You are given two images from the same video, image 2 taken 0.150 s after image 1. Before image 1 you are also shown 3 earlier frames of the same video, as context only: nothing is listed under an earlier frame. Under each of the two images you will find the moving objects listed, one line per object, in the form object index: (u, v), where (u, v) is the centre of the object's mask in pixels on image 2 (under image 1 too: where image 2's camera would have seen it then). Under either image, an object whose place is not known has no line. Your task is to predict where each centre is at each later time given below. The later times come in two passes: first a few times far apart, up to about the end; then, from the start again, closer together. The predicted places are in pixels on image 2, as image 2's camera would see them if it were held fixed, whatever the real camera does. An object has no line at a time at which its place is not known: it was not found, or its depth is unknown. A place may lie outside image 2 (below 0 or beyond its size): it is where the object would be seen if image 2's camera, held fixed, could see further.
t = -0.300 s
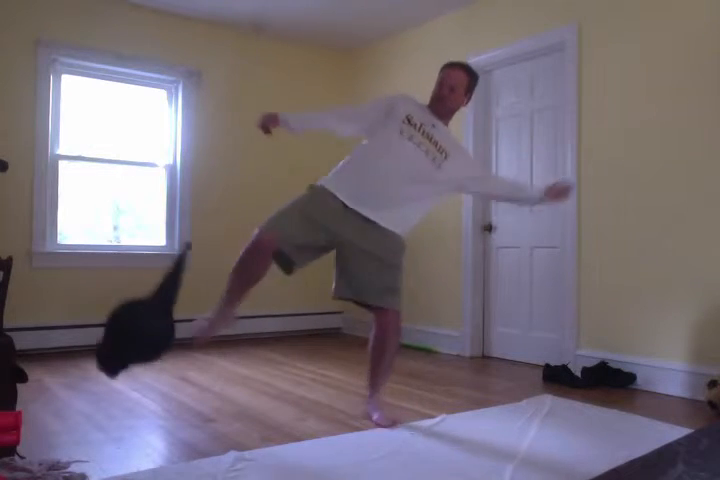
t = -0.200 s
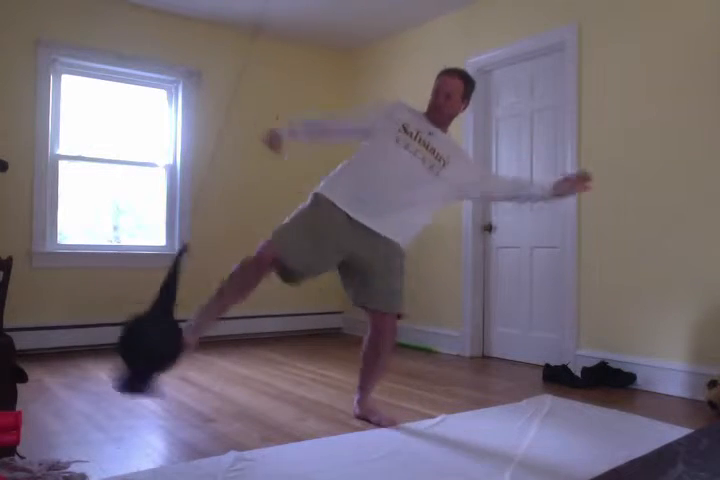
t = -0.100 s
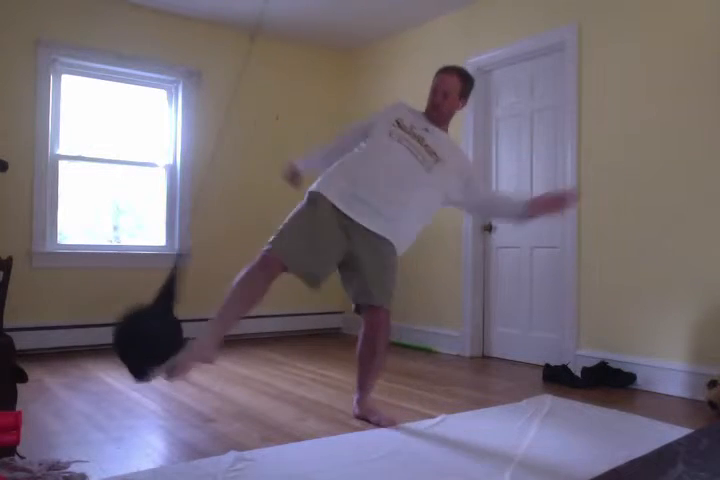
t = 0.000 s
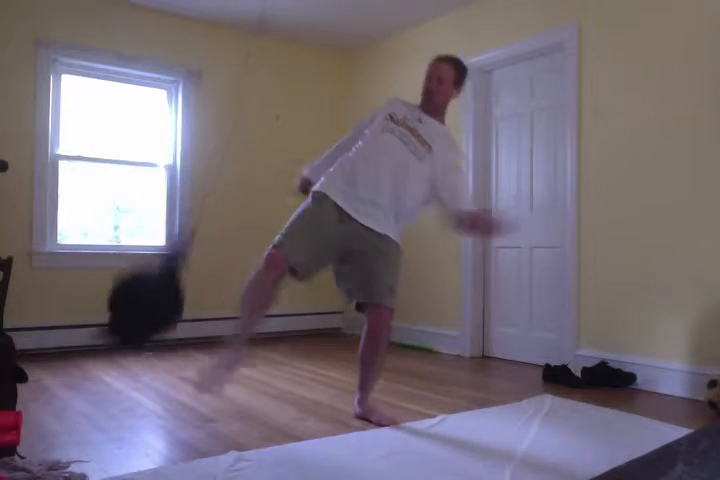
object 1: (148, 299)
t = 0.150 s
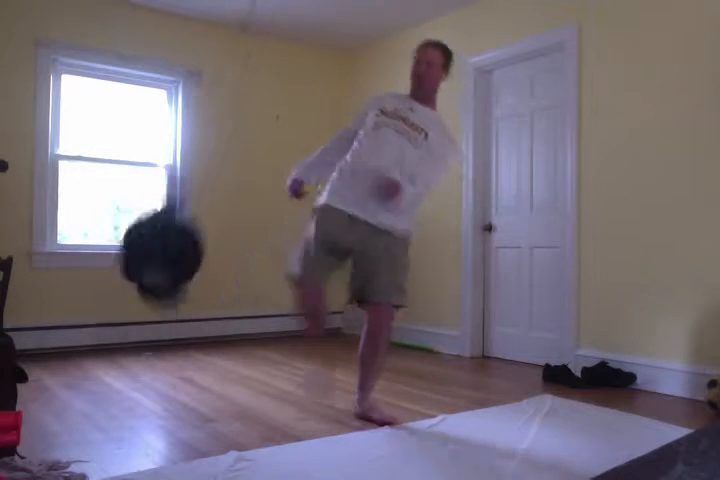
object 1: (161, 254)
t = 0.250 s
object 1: (181, 231)
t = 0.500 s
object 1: (256, 245)
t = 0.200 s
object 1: (171, 237)
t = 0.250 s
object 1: (181, 231)
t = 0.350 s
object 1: (212, 226)
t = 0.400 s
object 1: (226, 229)
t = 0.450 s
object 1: (240, 238)
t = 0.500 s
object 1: (256, 245)
